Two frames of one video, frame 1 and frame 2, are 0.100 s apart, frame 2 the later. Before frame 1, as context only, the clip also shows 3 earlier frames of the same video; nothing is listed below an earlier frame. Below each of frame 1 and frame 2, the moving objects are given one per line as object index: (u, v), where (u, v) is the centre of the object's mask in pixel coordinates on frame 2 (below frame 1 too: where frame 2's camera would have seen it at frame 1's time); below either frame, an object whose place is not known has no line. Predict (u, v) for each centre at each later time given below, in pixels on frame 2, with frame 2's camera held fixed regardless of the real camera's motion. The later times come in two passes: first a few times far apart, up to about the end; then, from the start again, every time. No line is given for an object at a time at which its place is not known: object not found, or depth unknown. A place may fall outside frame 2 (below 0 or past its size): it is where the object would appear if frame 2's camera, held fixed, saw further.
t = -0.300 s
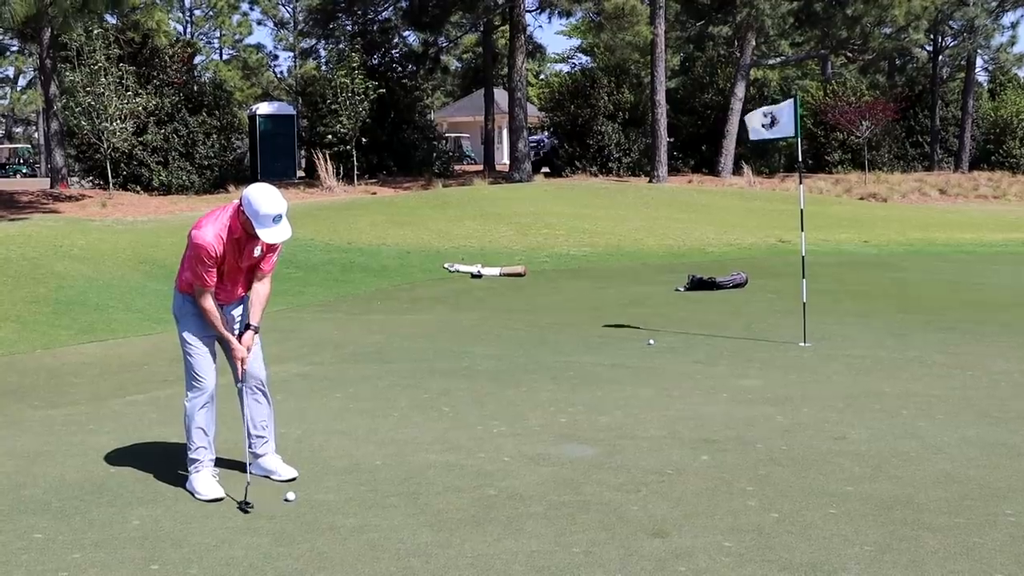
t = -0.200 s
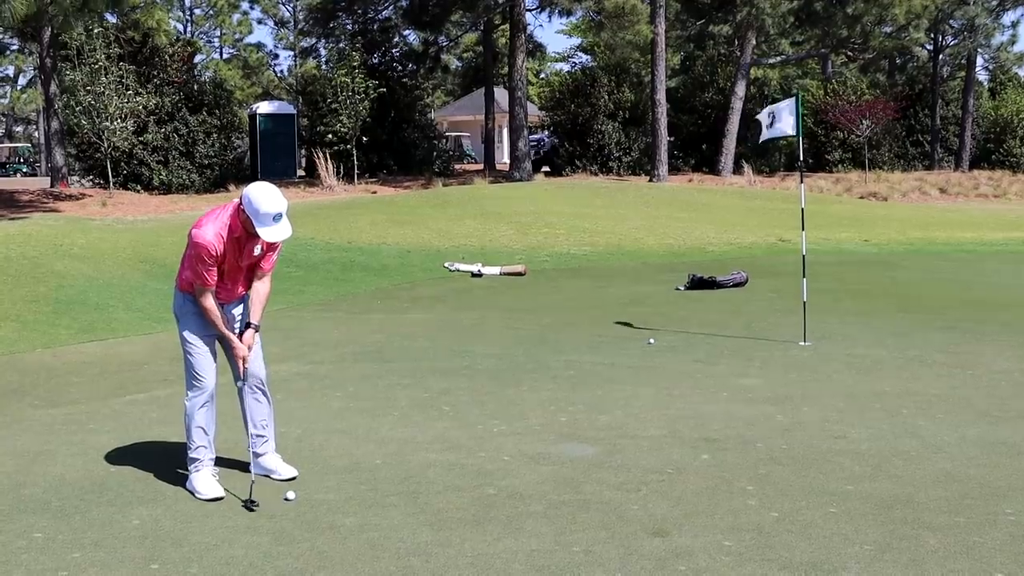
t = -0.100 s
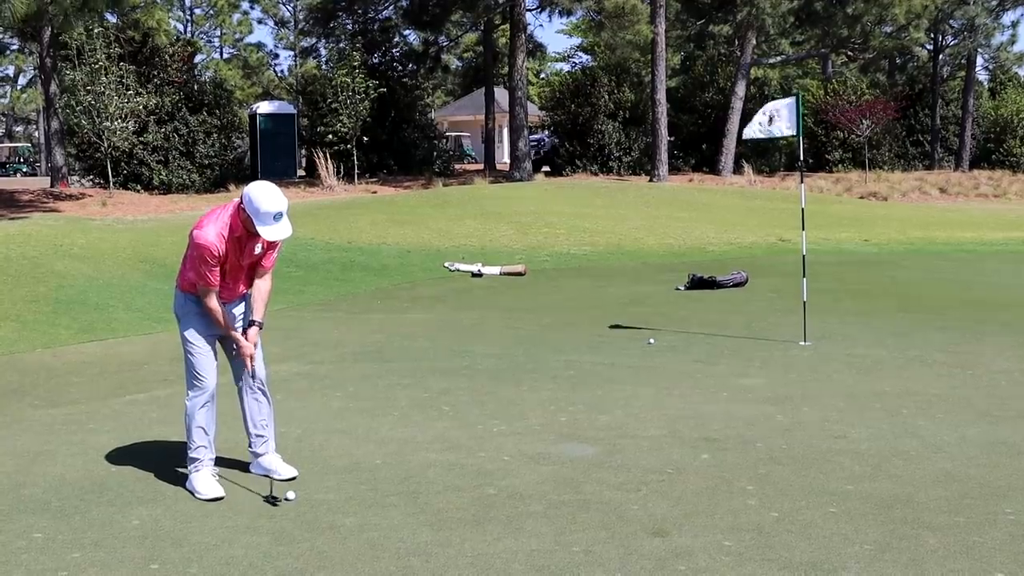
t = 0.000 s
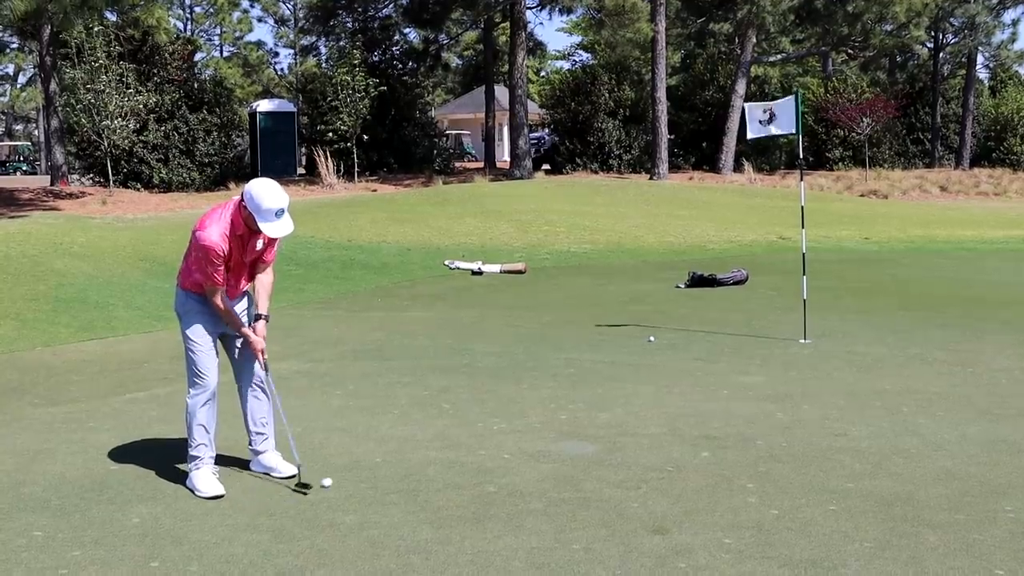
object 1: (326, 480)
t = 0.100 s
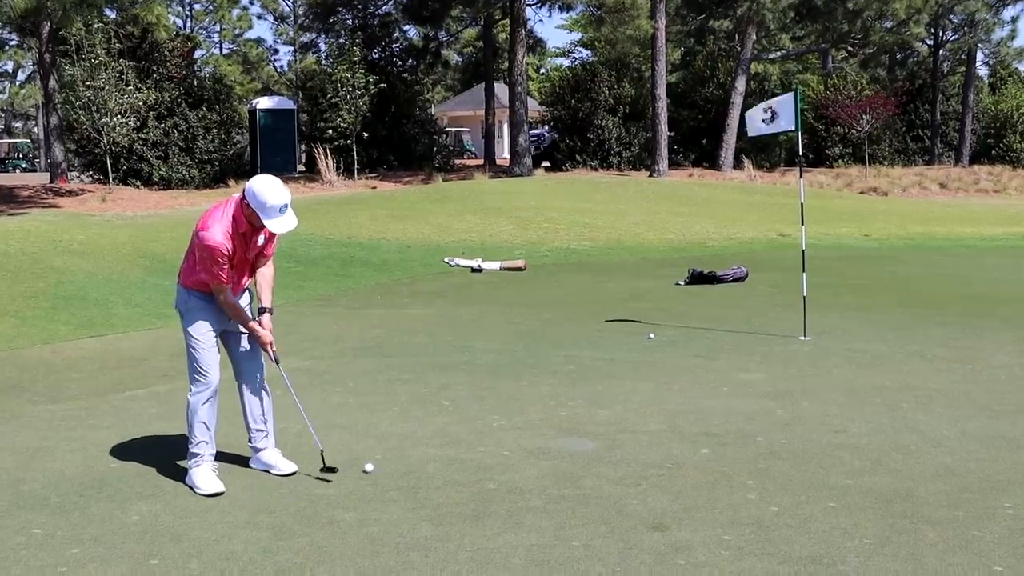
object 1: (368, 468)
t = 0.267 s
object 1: (422, 452)
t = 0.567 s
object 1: (503, 429)
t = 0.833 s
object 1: (560, 412)
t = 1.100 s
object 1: (606, 399)
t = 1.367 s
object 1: (644, 387)
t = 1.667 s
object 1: (680, 376)
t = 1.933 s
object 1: (708, 367)
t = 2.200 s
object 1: (733, 360)
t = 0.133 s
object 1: (380, 464)
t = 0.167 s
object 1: (392, 462)
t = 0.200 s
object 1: (402, 458)
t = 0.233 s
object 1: (413, 455)
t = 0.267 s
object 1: (422, 452)
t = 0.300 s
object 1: (433, 450)
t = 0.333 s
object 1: (442, 447)
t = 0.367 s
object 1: (451, 444)
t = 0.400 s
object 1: (461, 442)
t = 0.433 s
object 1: (469, 440)
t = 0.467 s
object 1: (478, 436)
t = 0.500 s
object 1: (486, 434)
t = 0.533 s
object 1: (494, 431)
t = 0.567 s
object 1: (503, 429)
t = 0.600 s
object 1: (510, 427)
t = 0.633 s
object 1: (518, 425)
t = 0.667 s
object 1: (526, 423)
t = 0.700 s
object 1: (533, 420)
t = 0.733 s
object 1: (540, 418)
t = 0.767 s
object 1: (547, 416)
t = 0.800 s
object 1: (553, 415)
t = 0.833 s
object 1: (560, 412)
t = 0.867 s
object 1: (565, 411)
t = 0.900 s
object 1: (572, 409)
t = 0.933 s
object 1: (578, 407)
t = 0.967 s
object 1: (583, 406)
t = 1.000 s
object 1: (589, 404)
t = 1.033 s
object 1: (595, 402)
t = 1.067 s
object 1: (600, 400)
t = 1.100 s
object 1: (606, 399)
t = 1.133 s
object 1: (611, 397)
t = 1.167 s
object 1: (616, 396)
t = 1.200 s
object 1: (621, 394)
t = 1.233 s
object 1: (625, 393)
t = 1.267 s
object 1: (631, 392)
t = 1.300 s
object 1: (635, 390)
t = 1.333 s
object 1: (640, 388)
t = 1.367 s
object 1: (644, 387)
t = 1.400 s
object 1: (648, 386)
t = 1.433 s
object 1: (652, 385)
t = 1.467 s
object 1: (657, 383)
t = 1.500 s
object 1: (661, 382)
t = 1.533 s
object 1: (665, 381)
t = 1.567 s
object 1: (669, 380)
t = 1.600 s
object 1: (673, 378)
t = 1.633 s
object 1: (677, 377)
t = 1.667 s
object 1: (680, 376)
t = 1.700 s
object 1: (684, 375)
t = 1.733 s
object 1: (687, 373)
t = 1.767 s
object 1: (691, 372)
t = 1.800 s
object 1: (694, 371)
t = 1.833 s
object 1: (698, 370)
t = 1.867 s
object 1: (701, 369)
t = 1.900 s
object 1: (705, 368)
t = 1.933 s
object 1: (708, 367)
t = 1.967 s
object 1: (711, 366)
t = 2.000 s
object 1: (715, 366)
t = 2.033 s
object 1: (718, 365)
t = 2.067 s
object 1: (722, 364)
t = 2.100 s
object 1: (724, 363)
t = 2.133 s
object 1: (727, 362)
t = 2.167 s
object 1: (730, 361)
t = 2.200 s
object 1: (733, 360)
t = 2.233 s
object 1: (736, 360)
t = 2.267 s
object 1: (739, 359)
